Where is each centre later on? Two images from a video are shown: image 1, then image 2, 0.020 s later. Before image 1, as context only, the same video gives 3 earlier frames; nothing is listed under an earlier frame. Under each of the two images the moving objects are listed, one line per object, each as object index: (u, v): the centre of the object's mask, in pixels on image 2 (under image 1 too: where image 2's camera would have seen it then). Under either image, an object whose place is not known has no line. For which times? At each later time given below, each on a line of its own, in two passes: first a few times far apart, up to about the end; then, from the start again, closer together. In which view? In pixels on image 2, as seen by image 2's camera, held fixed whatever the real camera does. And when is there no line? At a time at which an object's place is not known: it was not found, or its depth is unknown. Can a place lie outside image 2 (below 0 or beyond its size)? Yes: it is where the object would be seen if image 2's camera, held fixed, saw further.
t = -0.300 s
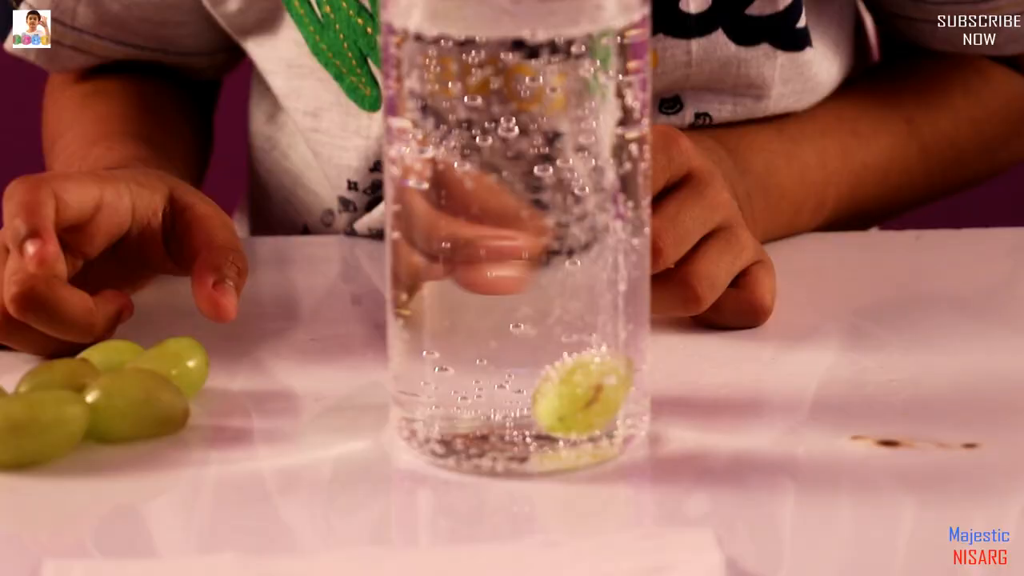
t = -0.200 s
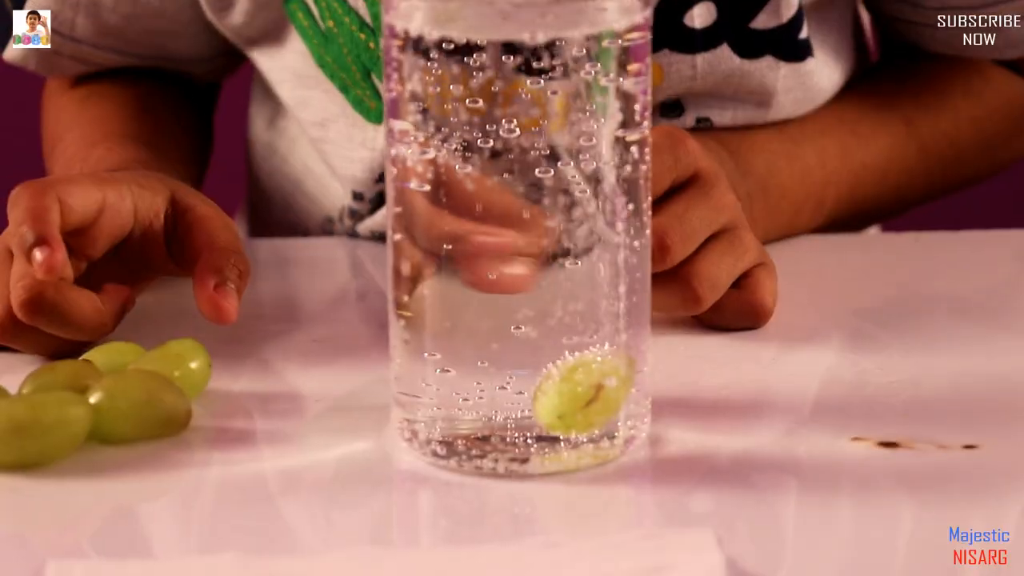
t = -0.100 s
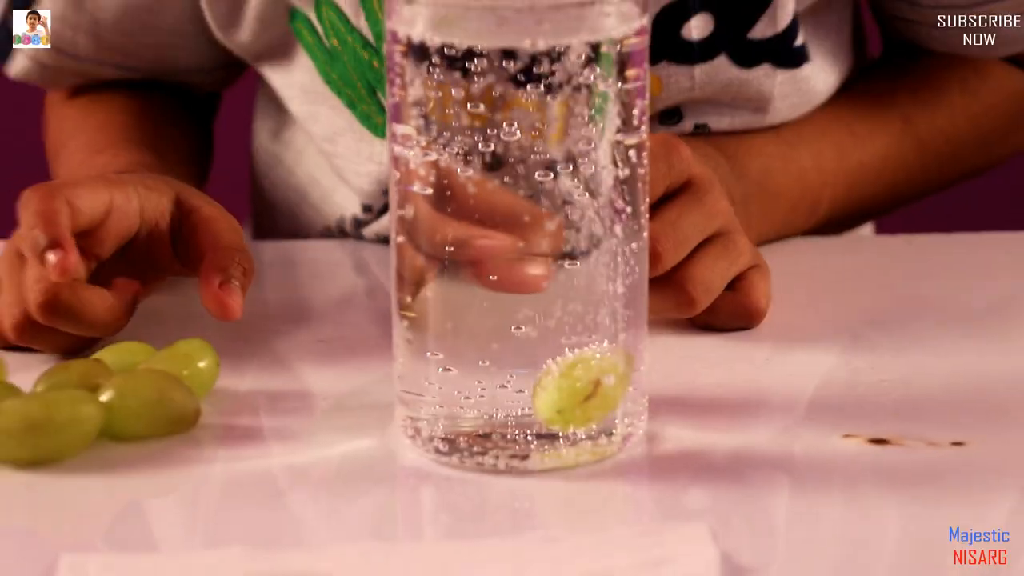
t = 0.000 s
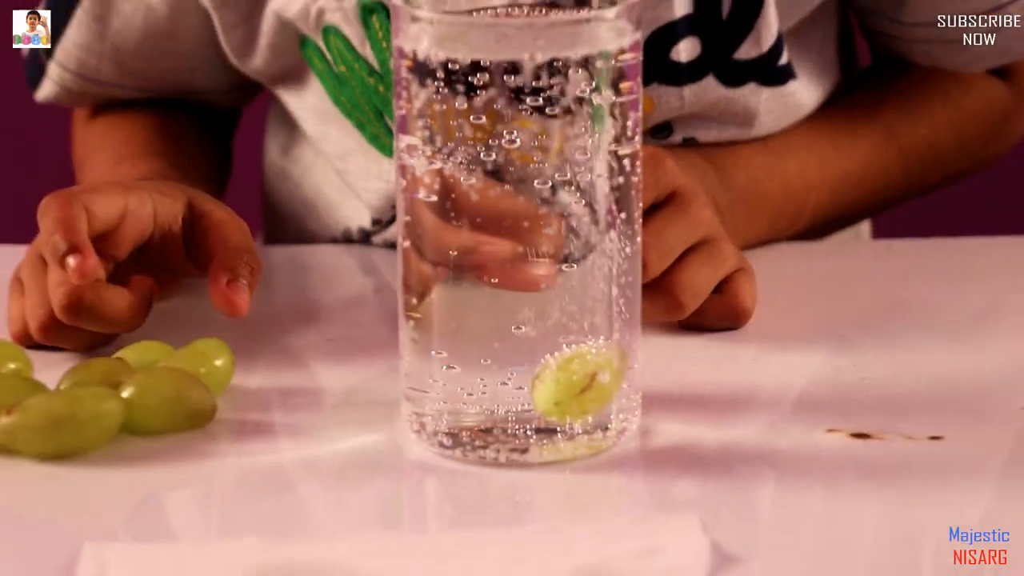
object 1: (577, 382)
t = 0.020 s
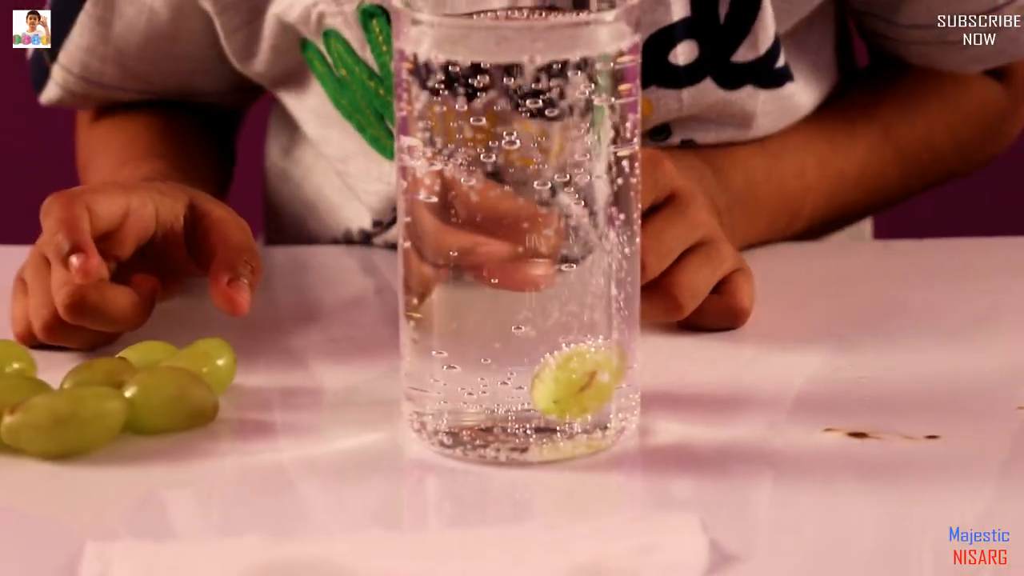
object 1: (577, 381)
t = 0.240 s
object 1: (576, 372)
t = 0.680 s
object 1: (575, 343)
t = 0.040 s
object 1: (577, 380)
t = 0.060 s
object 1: (577, 379)
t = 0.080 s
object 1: (578, 377)
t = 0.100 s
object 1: (577, 377)
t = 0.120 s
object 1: (577, 376)
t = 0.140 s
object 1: (577, 375)
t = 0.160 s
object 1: (577, 375)
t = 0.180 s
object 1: (577, 374)
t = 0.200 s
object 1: (577, 373)
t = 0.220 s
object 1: (577, 372)
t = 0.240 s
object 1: (576, 372)
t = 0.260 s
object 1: (576, 371)
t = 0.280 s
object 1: (576, 370)
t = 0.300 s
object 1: (576, 369)
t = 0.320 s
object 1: (575, 368)
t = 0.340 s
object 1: (575, 367)
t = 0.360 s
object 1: (575, 365)
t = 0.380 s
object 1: (575, 364)
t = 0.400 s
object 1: (576, 363)
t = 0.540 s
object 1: (575, 353)
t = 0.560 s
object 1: (575, 352)
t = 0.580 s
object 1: (574, 351)
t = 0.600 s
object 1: (575, 349)
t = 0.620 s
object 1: (575, 348)
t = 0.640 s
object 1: (575, 346)
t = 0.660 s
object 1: (575, 345)
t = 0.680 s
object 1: (575, 343)
